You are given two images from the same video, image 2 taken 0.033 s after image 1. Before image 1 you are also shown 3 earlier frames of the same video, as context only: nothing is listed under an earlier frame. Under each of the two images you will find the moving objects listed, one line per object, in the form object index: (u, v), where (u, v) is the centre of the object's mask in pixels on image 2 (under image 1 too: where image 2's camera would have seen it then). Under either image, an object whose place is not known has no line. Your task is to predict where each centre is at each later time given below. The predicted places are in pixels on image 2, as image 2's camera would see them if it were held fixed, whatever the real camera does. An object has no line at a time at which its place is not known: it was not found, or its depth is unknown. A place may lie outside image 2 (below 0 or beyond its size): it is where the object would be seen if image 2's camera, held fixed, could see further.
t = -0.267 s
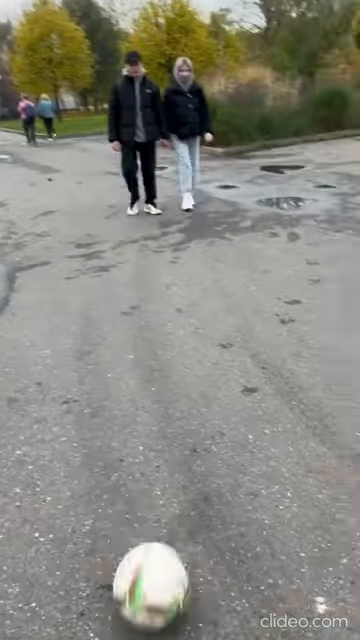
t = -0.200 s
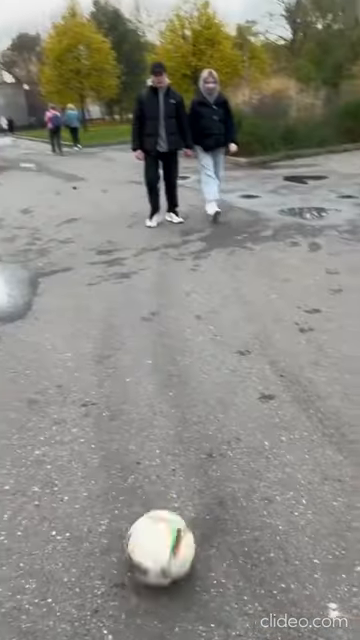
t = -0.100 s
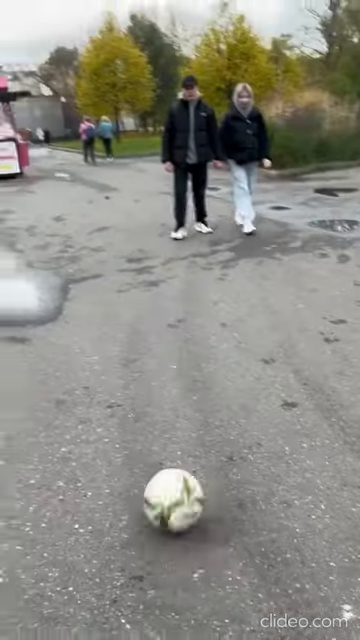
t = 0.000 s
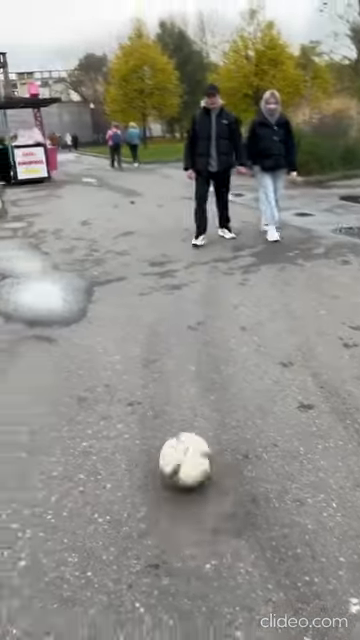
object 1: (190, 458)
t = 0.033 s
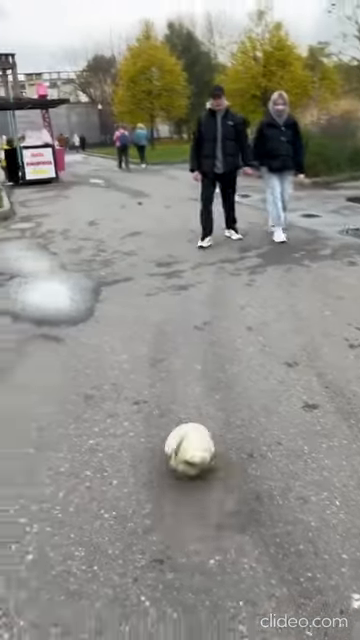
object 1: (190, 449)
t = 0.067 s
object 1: (190, 440)
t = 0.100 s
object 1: (190, 431)
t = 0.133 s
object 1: (189, 422)
